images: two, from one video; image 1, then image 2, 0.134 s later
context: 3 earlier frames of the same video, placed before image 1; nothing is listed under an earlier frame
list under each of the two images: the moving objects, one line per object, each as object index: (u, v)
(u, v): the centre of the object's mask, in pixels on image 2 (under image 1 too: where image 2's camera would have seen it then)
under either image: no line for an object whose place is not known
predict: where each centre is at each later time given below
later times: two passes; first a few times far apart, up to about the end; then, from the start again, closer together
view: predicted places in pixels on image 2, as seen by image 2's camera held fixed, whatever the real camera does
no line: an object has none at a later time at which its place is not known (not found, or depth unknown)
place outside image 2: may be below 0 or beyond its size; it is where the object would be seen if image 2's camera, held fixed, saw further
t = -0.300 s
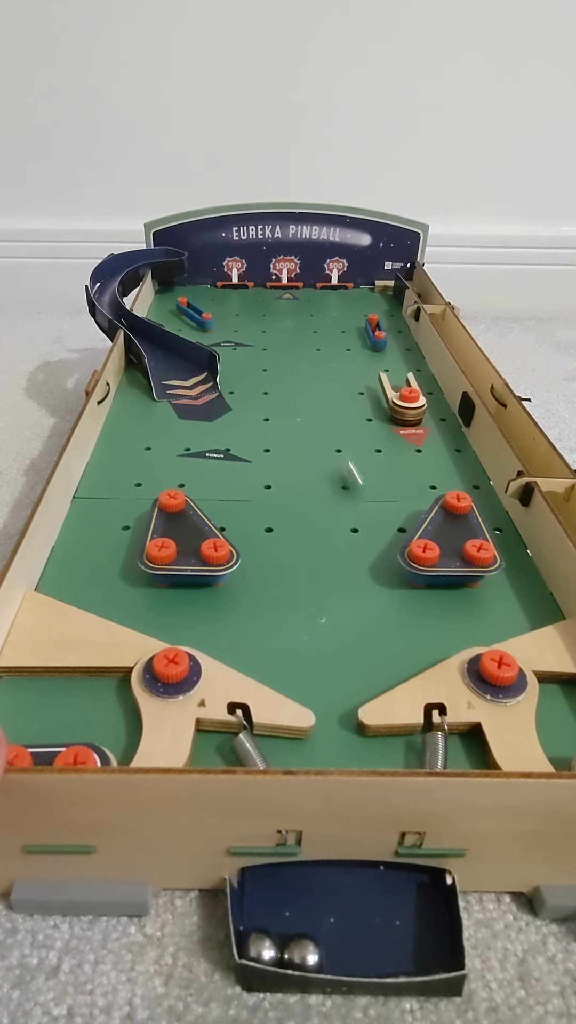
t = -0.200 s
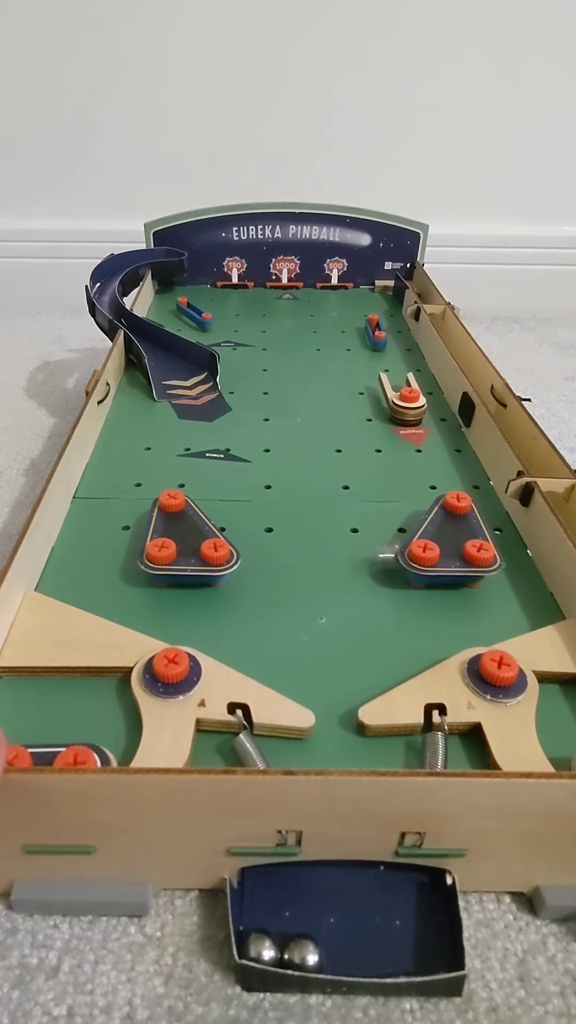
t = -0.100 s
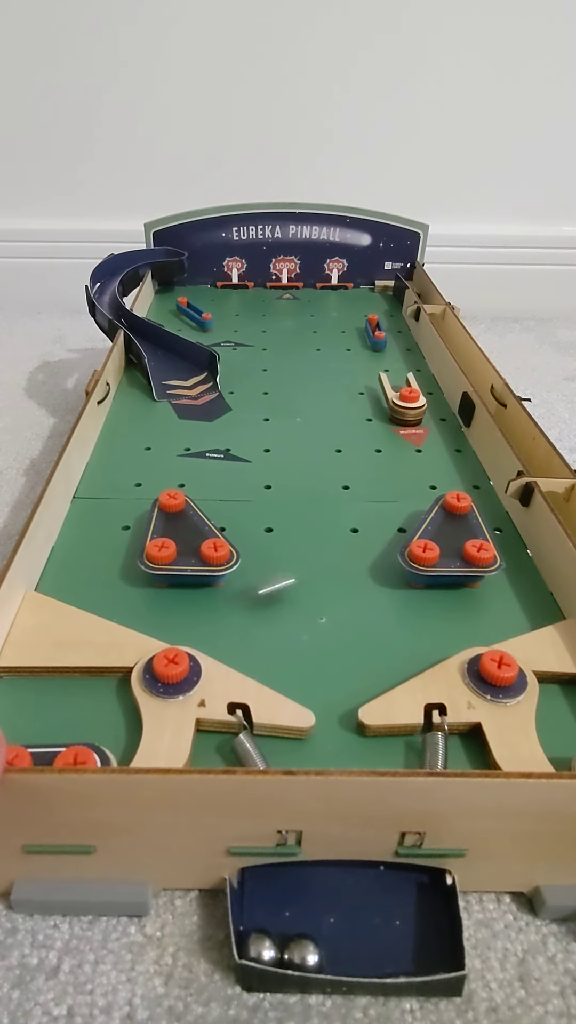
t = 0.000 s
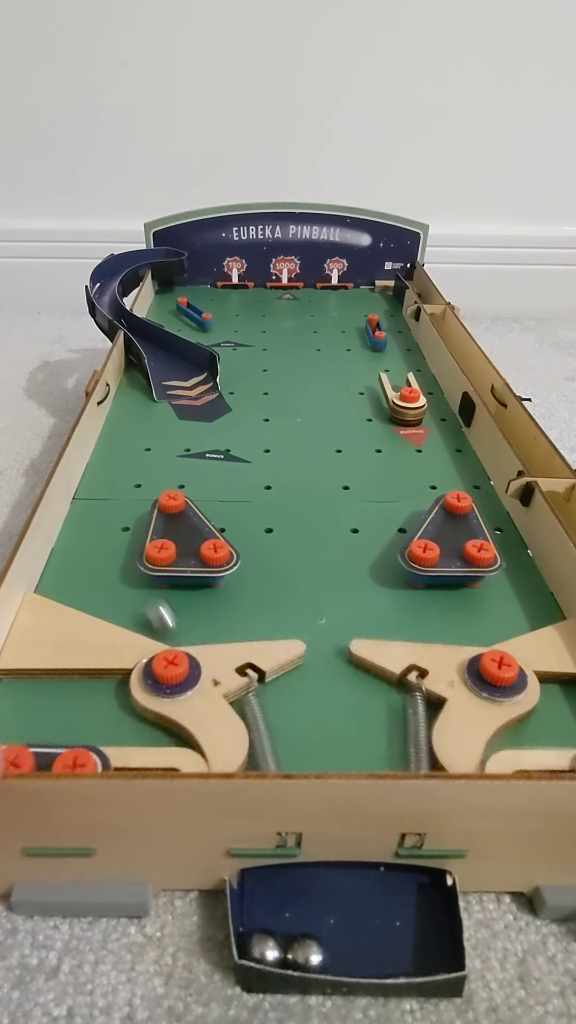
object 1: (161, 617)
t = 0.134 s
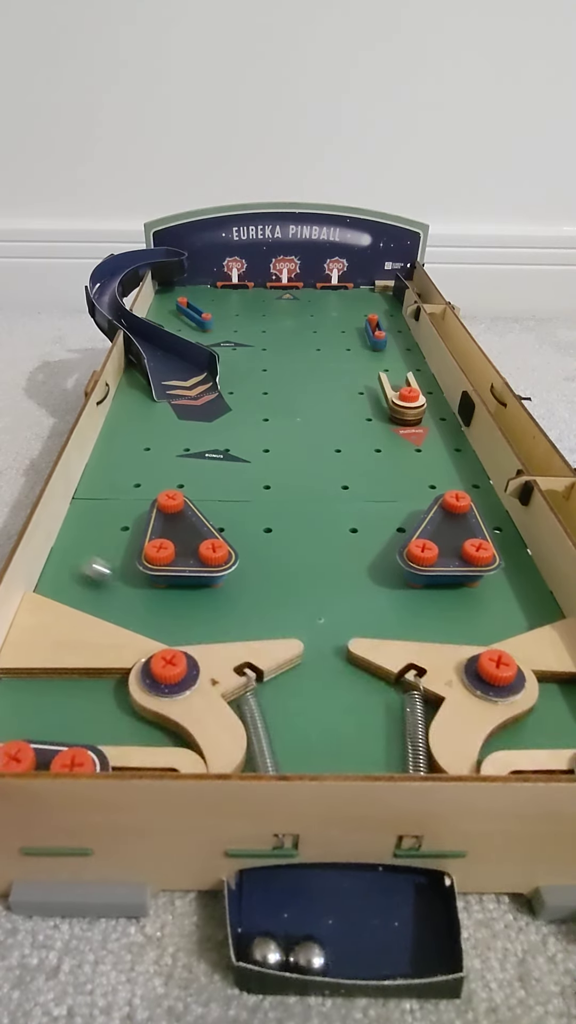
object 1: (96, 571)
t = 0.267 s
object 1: (58, 556)
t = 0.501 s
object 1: (54, 582)
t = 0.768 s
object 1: (102, 606)
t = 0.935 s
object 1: (150, 624)
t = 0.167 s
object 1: (79, 566)
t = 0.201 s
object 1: (62, 561)
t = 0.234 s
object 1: (55, 559)
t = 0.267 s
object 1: (58, 556)
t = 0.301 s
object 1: (59, 556)
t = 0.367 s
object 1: (60, 558)
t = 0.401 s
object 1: (60, 562)
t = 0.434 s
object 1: (58, 566)
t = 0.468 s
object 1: (57, 573)
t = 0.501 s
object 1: (54, 582)
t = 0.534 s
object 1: (56, 587)
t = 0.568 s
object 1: (63, 589)
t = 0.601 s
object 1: (67, 592)
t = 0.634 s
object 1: (73, 595)
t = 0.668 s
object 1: (80, 597)
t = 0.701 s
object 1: (87, 600)
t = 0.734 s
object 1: (94, 603)
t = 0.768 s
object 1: (102, 606)
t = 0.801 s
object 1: (110, 609)
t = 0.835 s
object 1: (120, 613)
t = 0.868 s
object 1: (130, 617)
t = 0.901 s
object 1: (140, 620)
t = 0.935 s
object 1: (150, 624)
